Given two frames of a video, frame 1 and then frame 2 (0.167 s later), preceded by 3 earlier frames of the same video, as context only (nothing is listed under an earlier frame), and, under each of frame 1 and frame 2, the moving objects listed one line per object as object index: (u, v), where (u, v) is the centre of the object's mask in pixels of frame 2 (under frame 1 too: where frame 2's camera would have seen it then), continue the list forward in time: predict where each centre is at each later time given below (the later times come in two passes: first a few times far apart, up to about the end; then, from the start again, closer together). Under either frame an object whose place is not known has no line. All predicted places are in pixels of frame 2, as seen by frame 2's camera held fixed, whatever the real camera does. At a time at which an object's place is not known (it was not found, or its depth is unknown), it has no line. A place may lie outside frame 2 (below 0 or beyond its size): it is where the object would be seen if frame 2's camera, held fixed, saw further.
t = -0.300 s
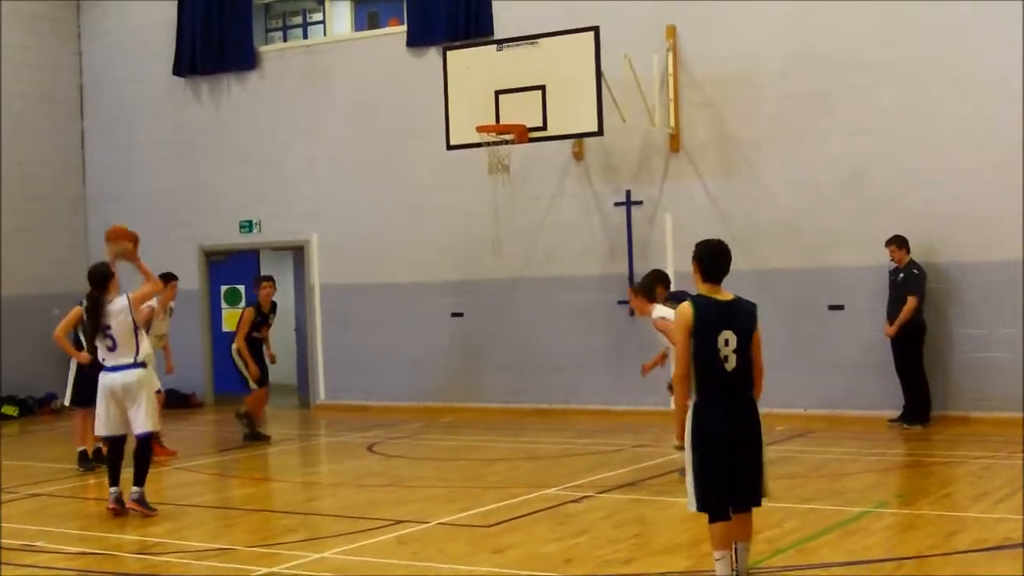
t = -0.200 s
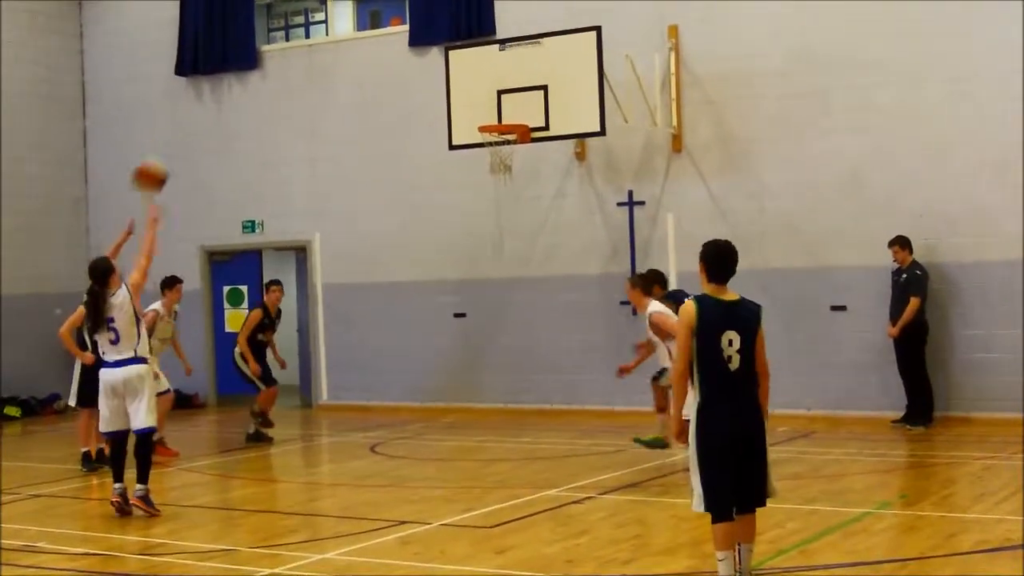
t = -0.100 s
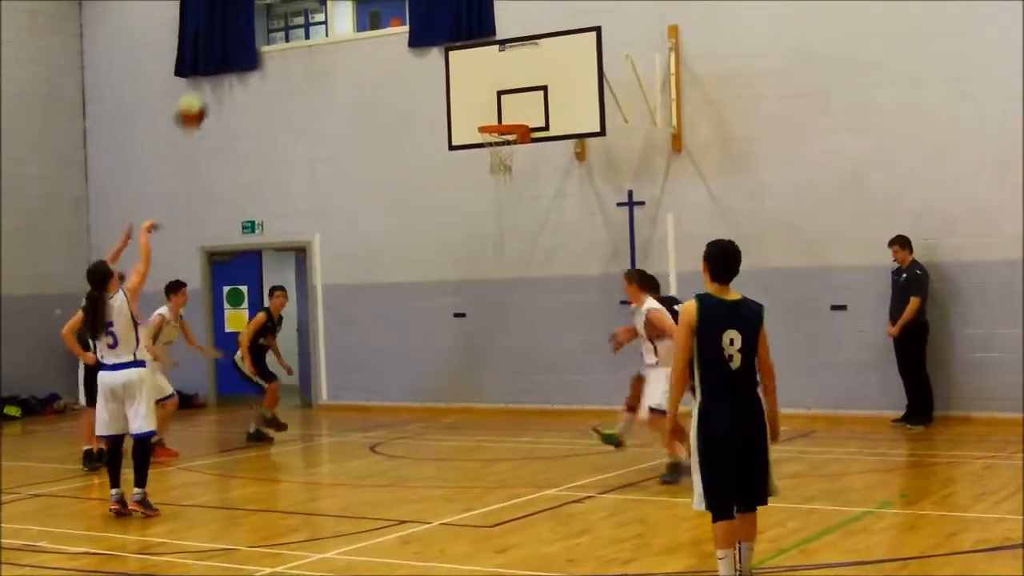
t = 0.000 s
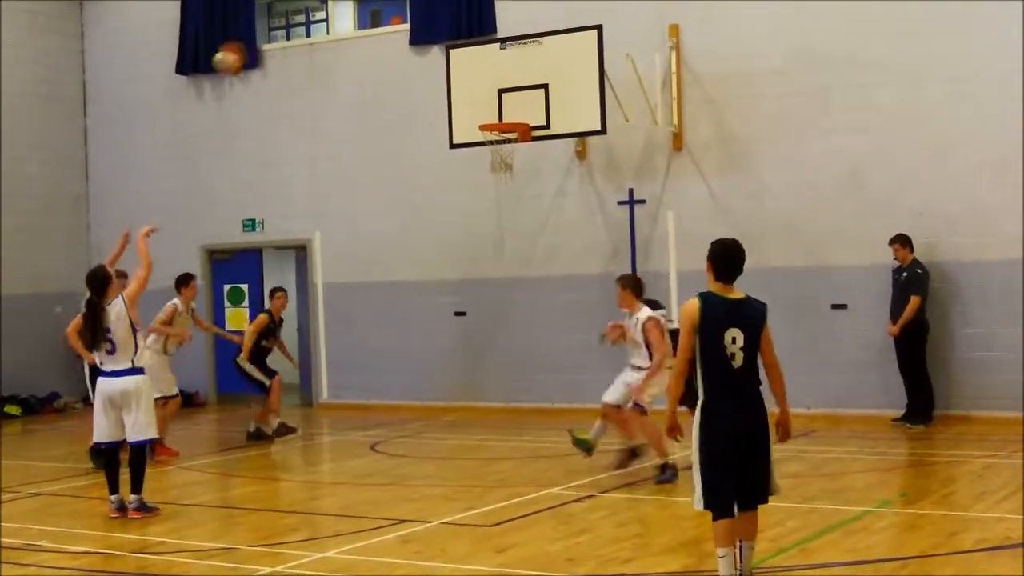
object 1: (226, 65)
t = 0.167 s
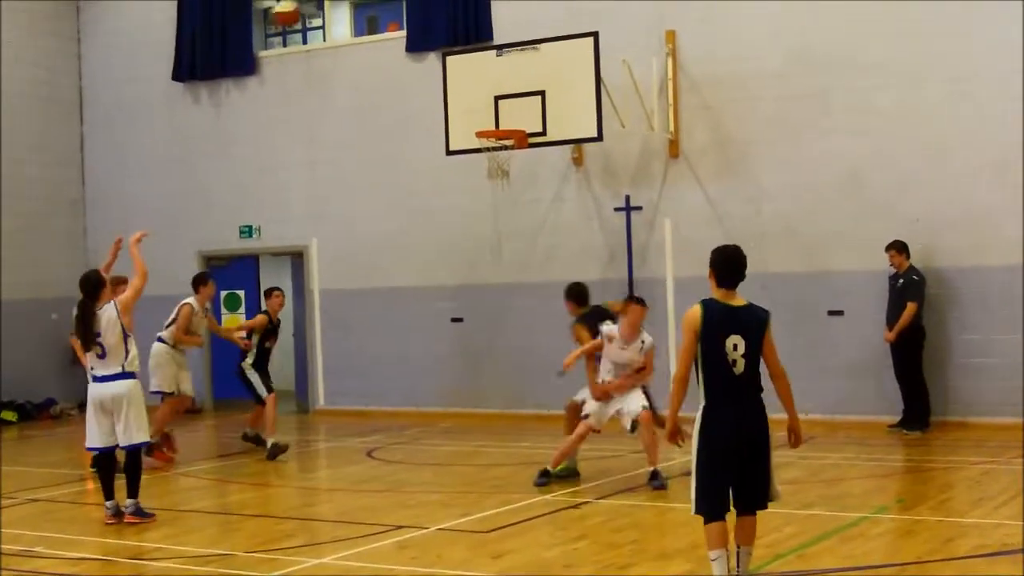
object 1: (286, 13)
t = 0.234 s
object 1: (310, 8)
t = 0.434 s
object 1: (374, 6)
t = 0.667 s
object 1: (443, 56)
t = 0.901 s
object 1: (512, 123)
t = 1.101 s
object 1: (496, 100)
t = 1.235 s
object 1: (487, 102)
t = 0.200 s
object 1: (295, 11)
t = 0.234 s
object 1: (310, 8)
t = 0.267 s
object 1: (319, 7)
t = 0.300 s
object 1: (332, 5)
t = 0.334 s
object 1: (345, 4)
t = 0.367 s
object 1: (353, 5)
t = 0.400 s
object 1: (362, 5)
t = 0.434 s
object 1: (374, 6)
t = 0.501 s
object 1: (393, 12)
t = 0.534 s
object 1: (404, 21)
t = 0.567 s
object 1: (415, 28)
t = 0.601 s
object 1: (424, 37)
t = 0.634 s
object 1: (434, 45)
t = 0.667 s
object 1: (443, 56)
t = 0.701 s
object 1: (453, 71)
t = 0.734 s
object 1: (463, 84)
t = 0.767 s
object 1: (472, 97)
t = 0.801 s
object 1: (481, 111)
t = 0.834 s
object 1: (488, 122)
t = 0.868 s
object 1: (501, 122)
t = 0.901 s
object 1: (512, 123)
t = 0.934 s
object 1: (510, 119)
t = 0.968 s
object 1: (507, 114)
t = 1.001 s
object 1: (505, 107)
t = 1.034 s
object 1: (502, 105)
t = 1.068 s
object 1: (499, 102)
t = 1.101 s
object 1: (496, 100)
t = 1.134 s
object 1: (495, 98)
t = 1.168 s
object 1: (492, 98)
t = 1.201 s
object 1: (490, 100)
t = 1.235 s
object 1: (487, 102)
